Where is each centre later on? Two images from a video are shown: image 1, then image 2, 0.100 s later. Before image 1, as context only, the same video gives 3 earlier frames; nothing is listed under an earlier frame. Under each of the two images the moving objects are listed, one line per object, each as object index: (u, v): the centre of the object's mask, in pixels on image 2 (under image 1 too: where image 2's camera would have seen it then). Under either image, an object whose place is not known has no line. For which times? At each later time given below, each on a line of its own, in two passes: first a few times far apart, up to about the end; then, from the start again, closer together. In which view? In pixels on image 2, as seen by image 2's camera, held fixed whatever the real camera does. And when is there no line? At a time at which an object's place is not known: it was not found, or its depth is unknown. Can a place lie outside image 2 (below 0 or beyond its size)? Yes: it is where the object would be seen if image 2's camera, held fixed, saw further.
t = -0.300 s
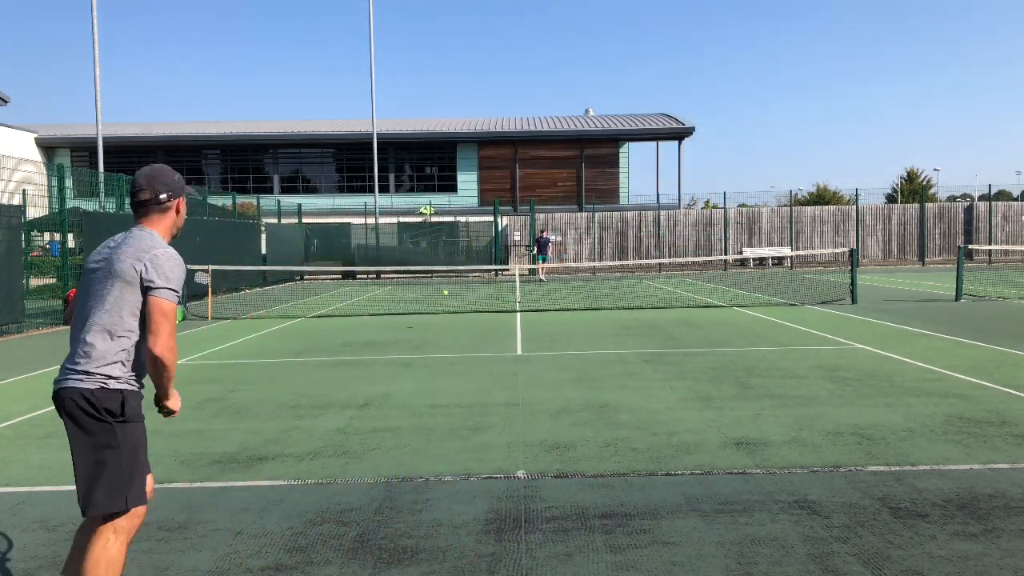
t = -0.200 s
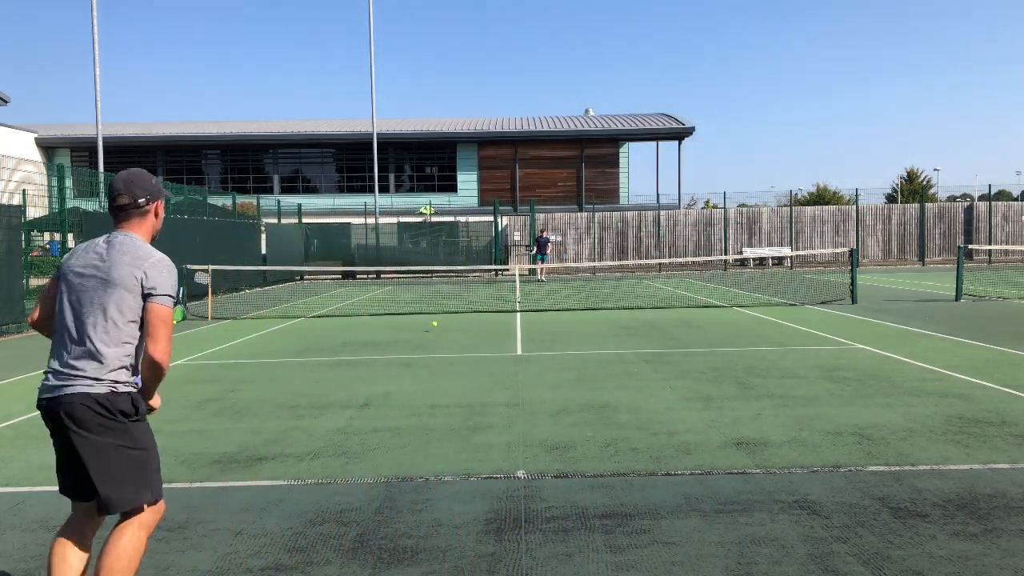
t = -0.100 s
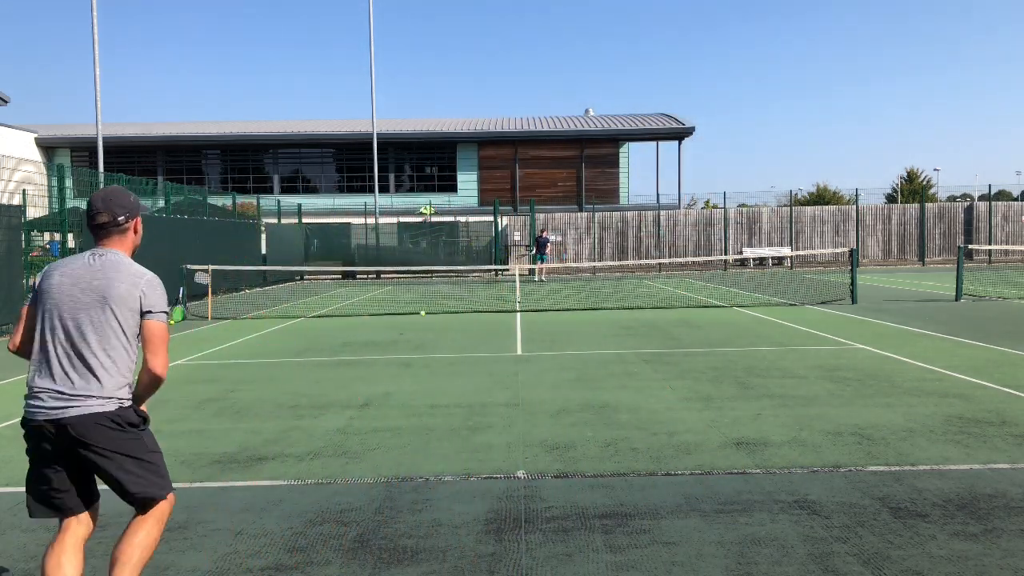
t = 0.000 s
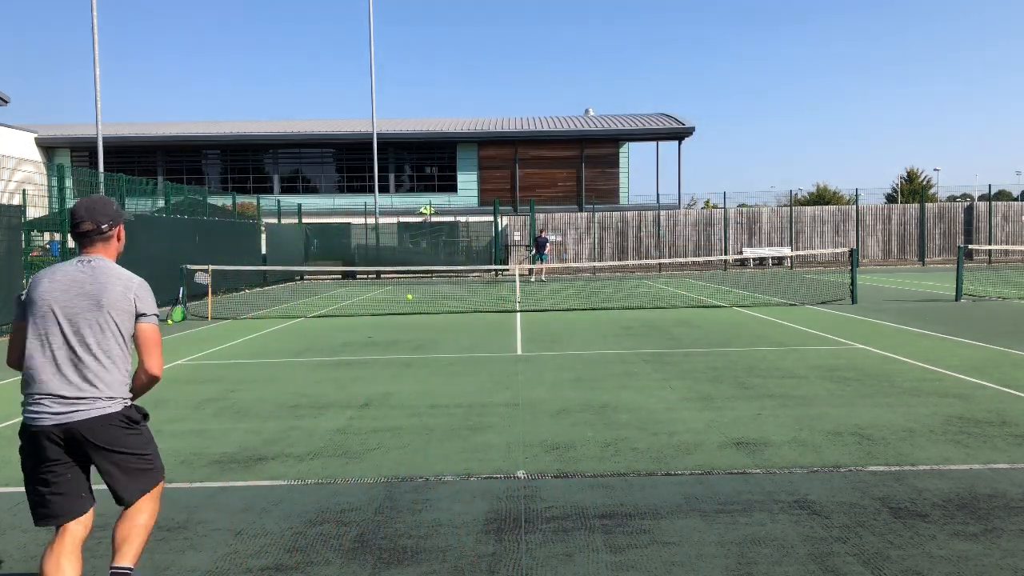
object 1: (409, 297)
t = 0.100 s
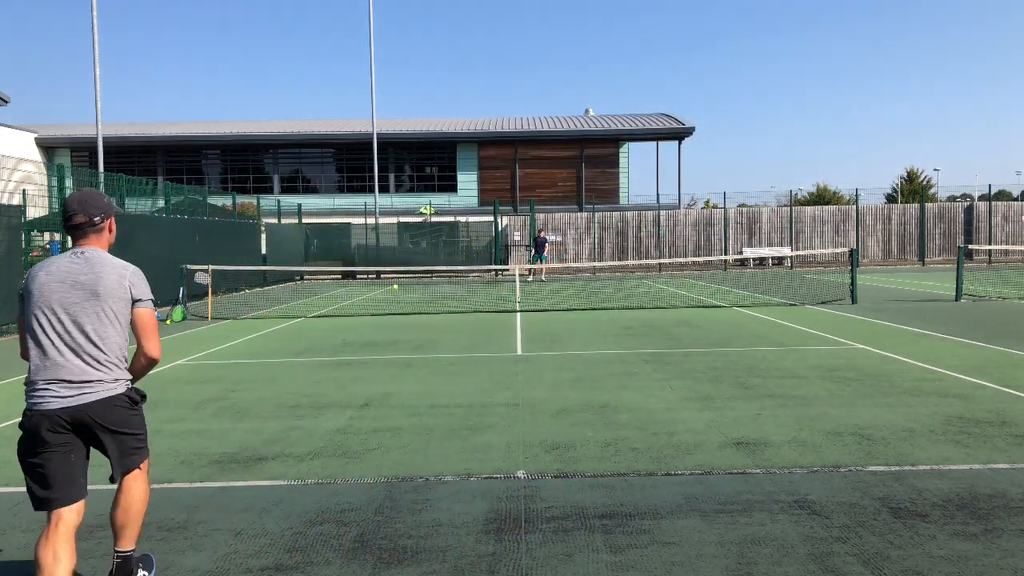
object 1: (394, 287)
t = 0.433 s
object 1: (342, 307)
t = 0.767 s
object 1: (277, 338)
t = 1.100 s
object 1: (192, 351)
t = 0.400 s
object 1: (348, 301)
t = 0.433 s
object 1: (342, 307)
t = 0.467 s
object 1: (336, 314)
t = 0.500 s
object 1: (330, 322)
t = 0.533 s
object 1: (324, 332)
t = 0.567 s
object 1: (318, 343)
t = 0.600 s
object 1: (311, 355)
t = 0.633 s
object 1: (304, 362)
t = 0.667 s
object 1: (298, 355)
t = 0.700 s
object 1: (291, 349)
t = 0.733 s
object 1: (284, 342)
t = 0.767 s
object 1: (277, 338)
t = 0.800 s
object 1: (269, 334)
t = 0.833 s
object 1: (261, 332)
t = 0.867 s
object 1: (253, 330)
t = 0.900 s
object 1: (245, 329)
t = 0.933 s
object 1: (237, 329)
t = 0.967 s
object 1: (228, 332)
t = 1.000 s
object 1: (219, 334)
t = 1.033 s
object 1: (210, 338)
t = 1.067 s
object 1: (201, 344)
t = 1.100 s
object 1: (192, 351)
